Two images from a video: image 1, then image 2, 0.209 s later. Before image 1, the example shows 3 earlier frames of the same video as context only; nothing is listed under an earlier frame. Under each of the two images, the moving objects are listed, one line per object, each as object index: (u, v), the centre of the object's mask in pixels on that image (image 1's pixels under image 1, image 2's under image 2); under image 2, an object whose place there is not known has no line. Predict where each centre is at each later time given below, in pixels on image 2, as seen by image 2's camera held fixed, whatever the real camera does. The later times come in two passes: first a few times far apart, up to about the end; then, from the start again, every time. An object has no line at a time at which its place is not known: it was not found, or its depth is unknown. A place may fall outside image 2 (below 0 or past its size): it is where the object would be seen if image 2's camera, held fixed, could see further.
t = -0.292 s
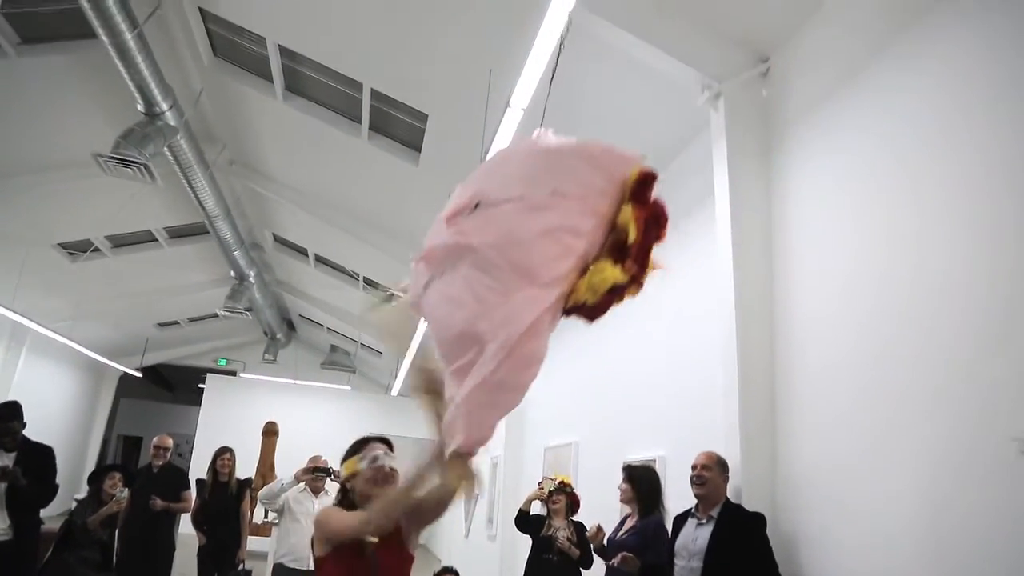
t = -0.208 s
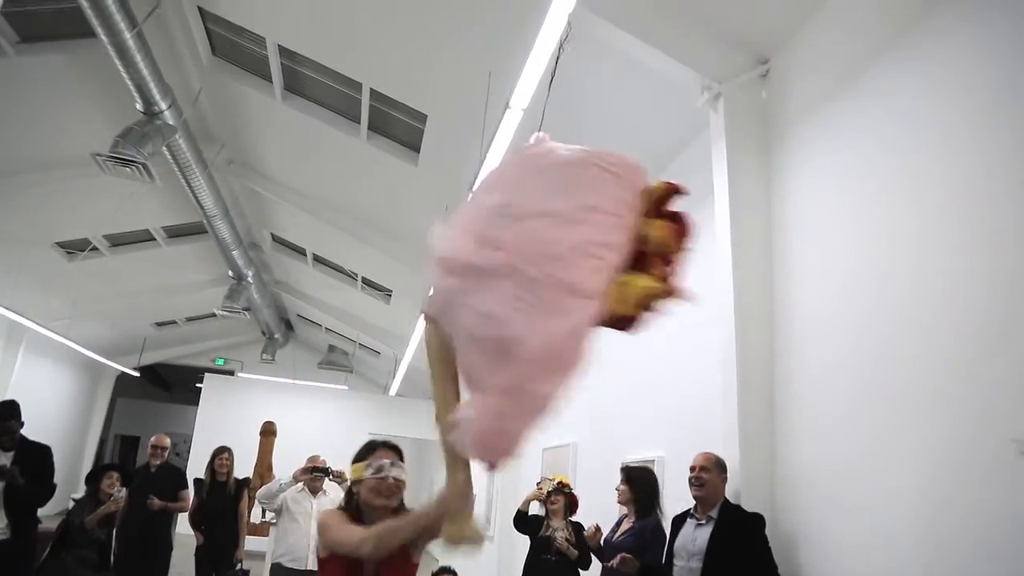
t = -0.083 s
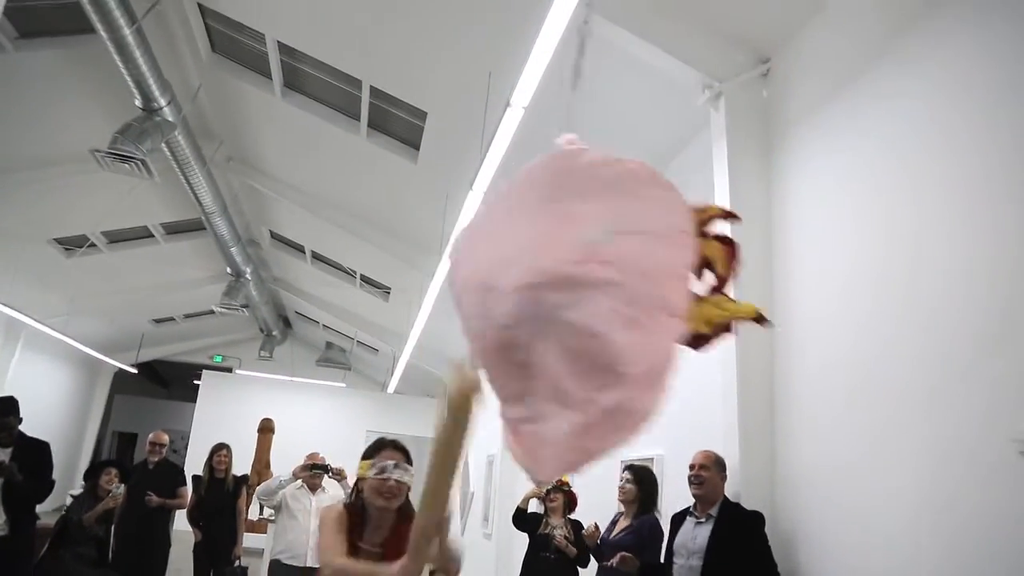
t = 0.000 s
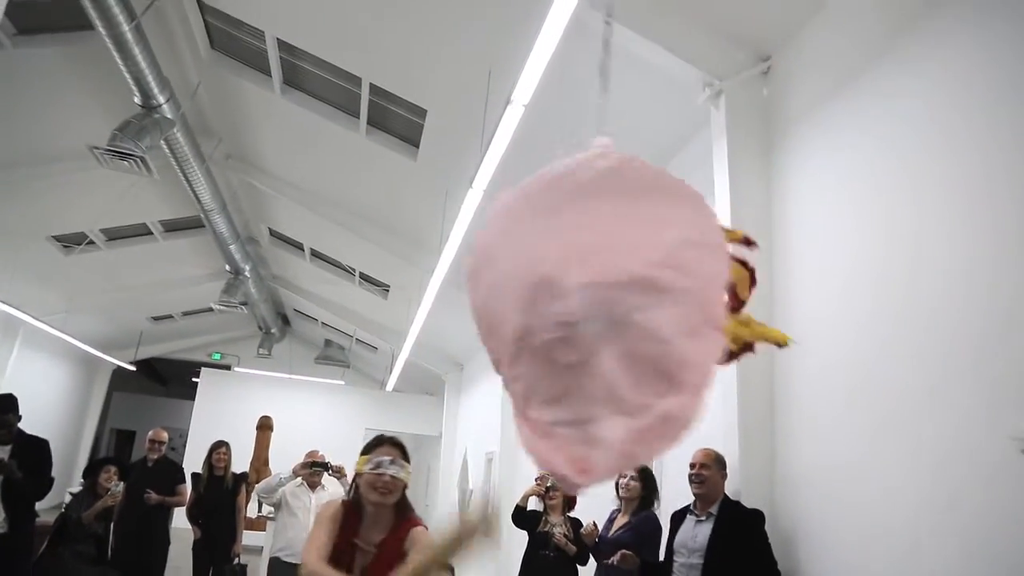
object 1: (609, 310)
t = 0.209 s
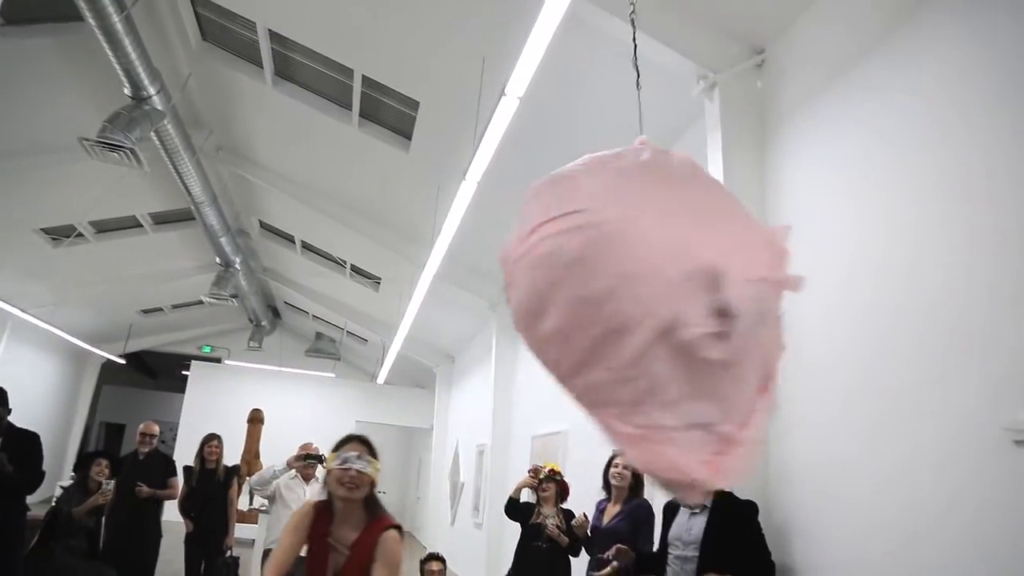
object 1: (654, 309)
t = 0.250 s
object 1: (665, 309)
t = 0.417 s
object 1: (701, 290)
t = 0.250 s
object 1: (665, 309)
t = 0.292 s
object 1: (675, 306)
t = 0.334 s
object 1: (684, 303)
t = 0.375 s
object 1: (692, 296)
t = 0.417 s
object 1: (701, 290)
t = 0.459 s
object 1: (706, 280)
